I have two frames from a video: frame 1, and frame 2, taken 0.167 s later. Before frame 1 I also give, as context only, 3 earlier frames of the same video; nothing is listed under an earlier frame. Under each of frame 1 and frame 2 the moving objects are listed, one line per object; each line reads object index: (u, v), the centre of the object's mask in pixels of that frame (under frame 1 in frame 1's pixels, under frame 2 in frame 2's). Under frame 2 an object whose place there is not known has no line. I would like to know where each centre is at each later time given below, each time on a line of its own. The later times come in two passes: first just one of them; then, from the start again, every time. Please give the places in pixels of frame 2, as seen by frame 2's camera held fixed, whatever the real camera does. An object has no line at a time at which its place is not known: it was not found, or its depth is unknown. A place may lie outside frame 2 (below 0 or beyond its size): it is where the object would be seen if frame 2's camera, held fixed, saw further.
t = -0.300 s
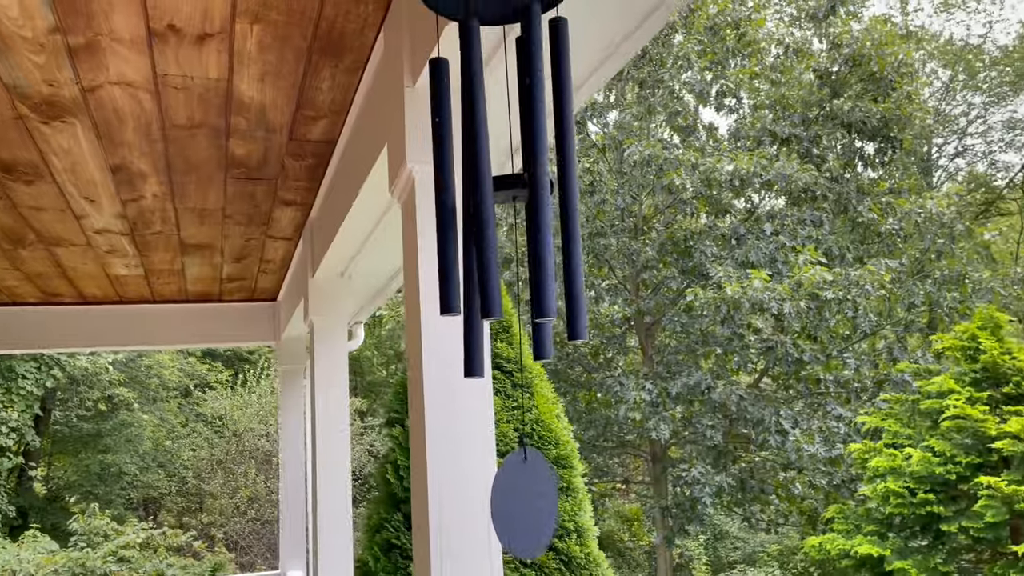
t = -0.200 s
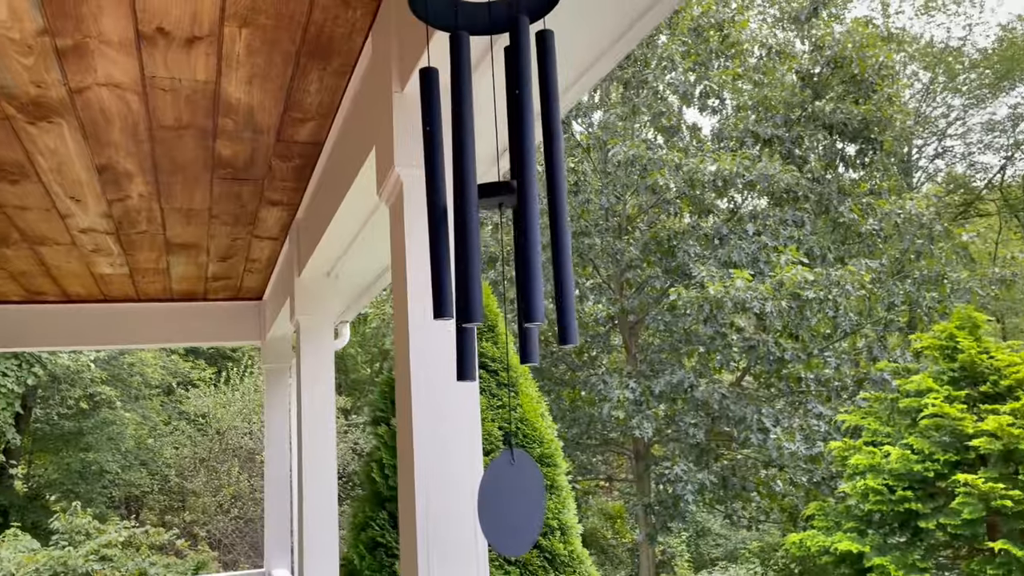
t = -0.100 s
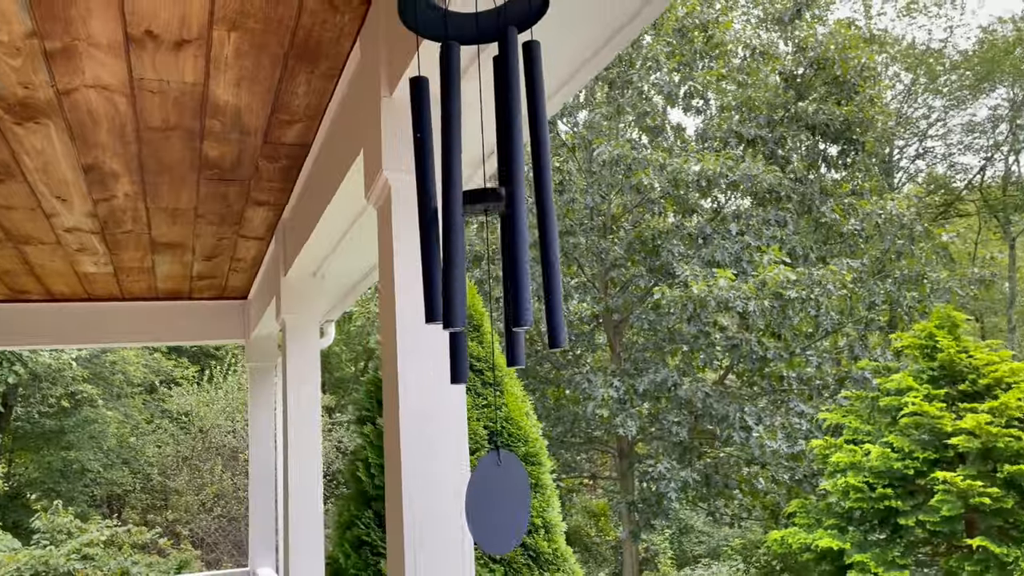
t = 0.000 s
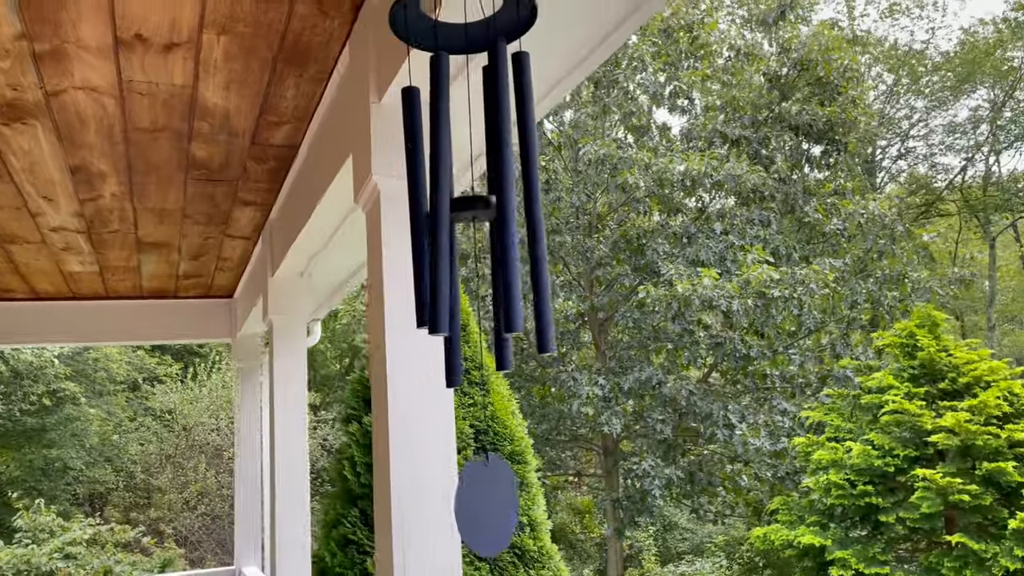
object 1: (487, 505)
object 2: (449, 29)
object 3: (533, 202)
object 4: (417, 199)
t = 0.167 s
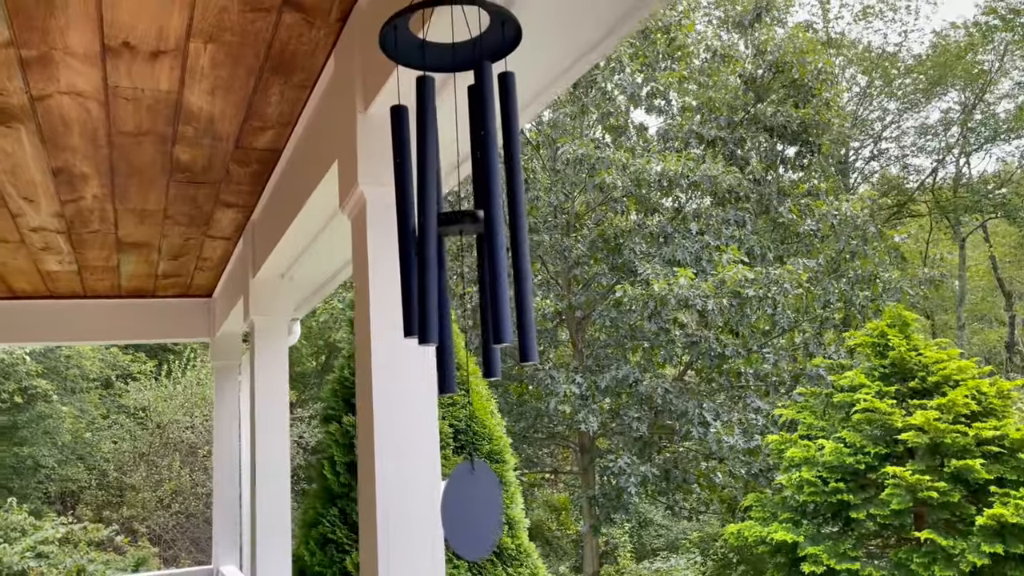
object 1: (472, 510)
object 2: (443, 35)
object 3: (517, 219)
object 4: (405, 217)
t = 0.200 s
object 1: (472, 511)
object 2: (443, 35)
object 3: (517, 219)
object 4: (405, 219)
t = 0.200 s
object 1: (472, 511)
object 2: (443, 35)
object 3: (517, 219)
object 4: (405, 219)
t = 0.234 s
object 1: (472, 511)
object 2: (443, 35)
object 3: (516, 218)
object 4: (405, 221)
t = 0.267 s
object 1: (472, 510)
